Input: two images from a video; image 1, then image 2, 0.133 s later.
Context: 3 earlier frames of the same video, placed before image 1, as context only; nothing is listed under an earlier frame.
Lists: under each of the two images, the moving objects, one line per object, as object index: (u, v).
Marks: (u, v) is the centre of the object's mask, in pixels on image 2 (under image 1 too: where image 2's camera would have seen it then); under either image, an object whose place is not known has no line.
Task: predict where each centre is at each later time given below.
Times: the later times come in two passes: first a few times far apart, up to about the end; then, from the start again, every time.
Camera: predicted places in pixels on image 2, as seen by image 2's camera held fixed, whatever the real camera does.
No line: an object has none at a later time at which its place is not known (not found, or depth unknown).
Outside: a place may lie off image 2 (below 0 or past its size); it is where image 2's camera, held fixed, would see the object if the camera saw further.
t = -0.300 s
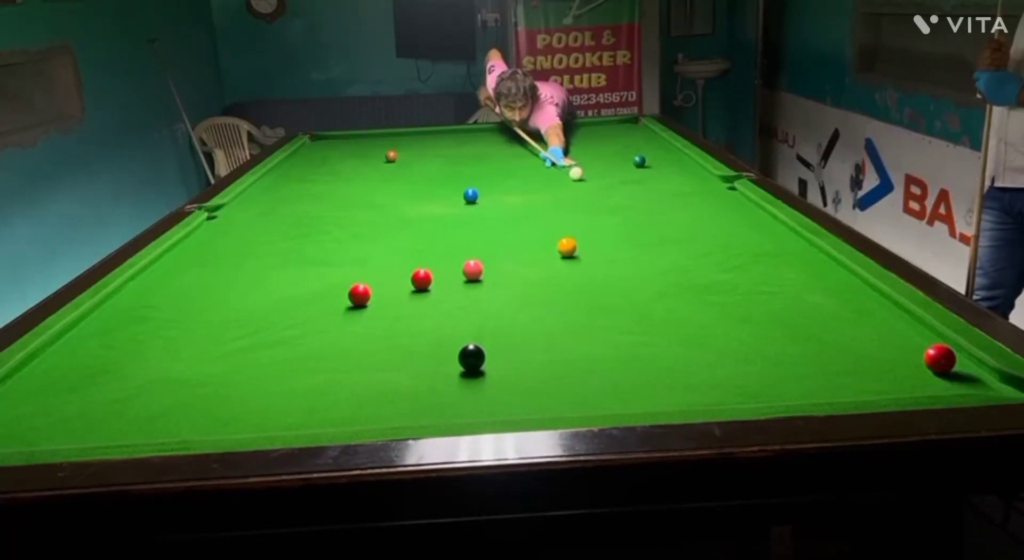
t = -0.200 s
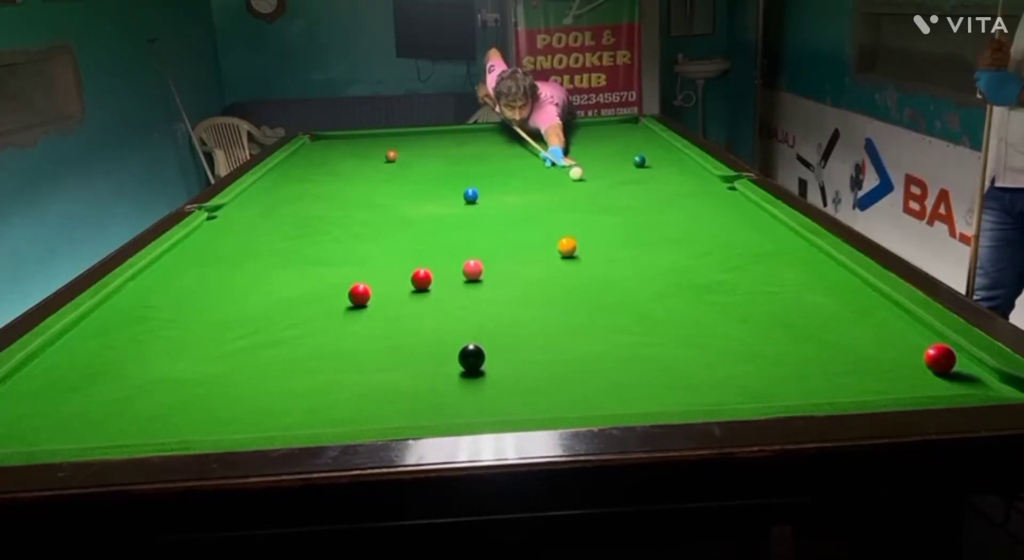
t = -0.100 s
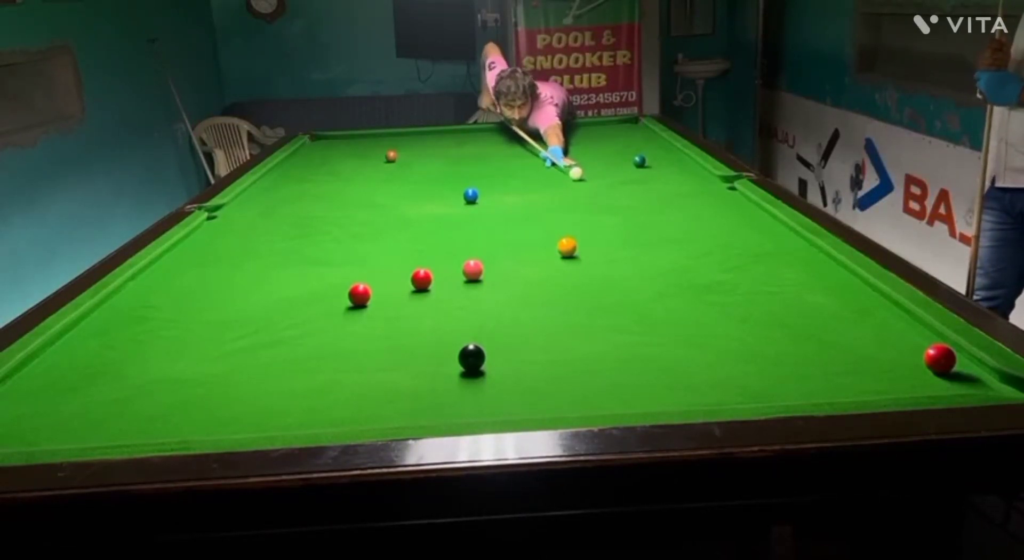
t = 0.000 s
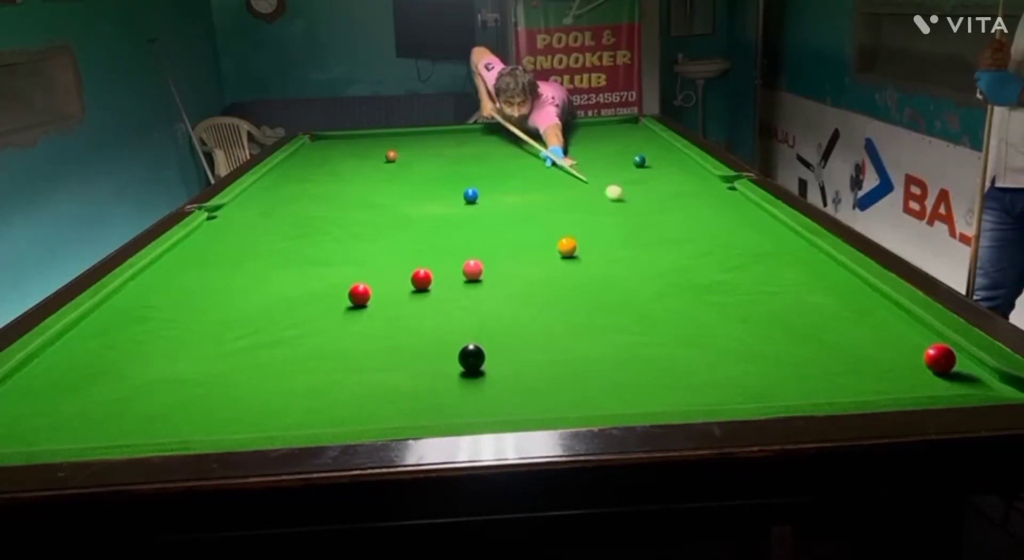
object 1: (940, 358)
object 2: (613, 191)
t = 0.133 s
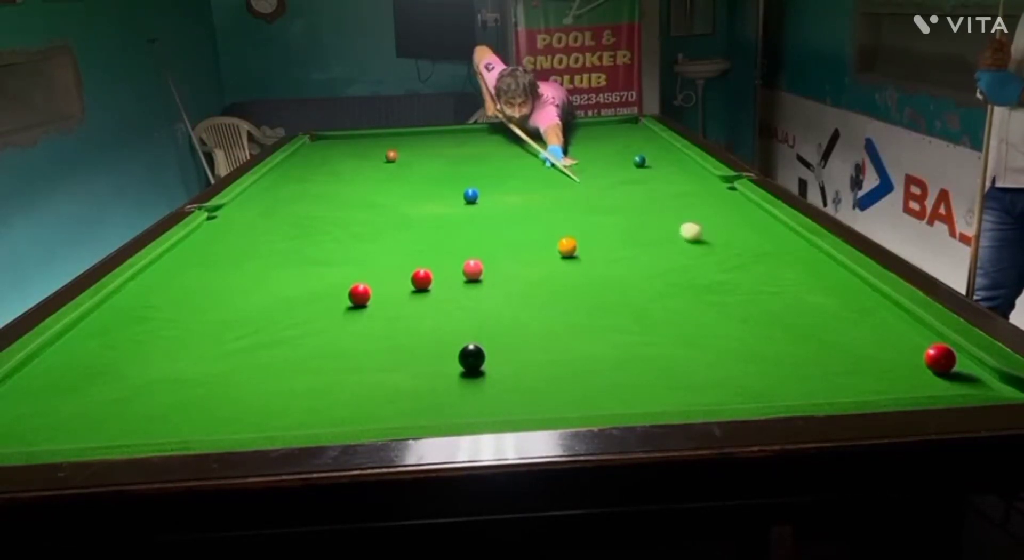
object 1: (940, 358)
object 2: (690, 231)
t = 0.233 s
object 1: (940, 358)
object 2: (765, 268)
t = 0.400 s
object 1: (956, 366)
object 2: (920, 348)
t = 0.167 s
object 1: (940, 358)
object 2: (713, 242)
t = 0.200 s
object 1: (940, 358)
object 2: (737, 254)
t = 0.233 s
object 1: (940, 358)
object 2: (765, 268)
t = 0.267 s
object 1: (940, 358)
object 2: (794, 283)
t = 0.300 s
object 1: (940, 358)
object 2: (825, 299)
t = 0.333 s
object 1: (940, 358)
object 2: (860, 316)
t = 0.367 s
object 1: (940, 358)
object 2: (897, 336)
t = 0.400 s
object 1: (956, 366)
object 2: (920, 348)
